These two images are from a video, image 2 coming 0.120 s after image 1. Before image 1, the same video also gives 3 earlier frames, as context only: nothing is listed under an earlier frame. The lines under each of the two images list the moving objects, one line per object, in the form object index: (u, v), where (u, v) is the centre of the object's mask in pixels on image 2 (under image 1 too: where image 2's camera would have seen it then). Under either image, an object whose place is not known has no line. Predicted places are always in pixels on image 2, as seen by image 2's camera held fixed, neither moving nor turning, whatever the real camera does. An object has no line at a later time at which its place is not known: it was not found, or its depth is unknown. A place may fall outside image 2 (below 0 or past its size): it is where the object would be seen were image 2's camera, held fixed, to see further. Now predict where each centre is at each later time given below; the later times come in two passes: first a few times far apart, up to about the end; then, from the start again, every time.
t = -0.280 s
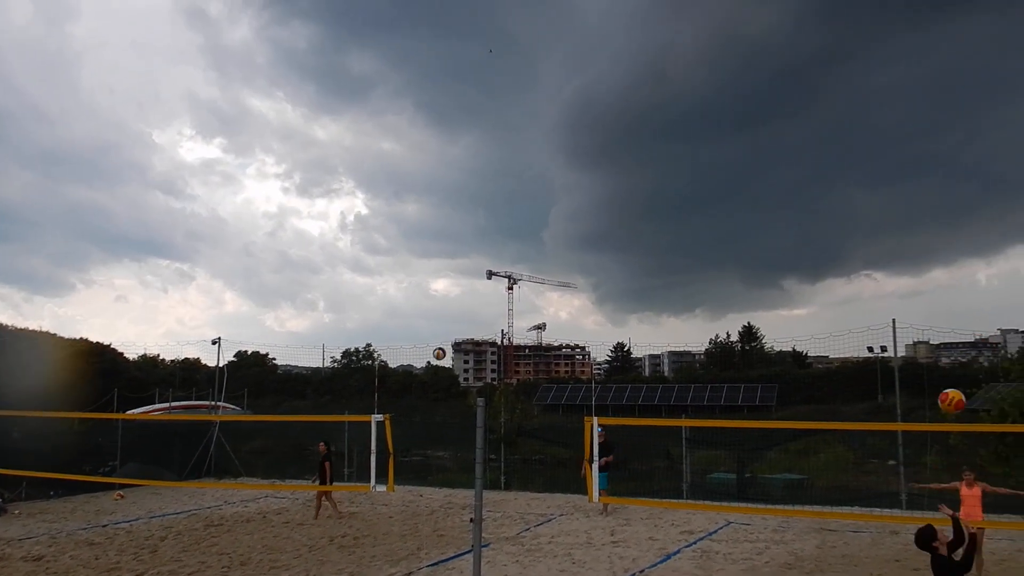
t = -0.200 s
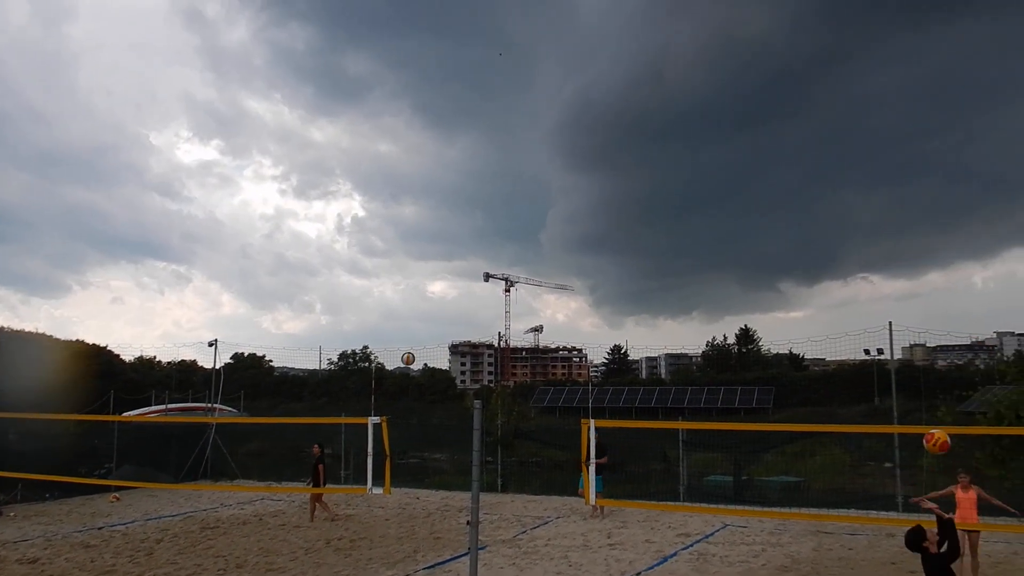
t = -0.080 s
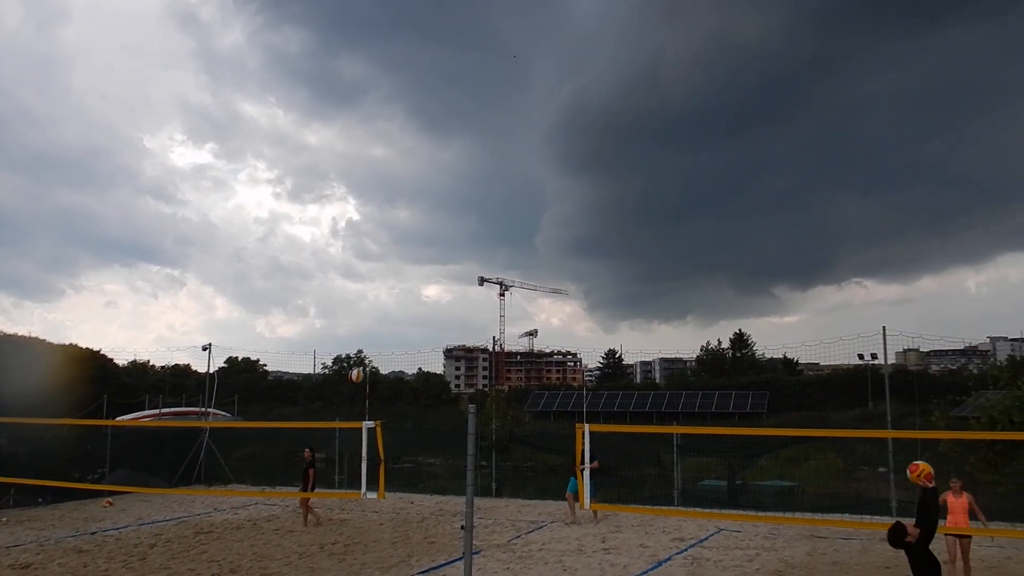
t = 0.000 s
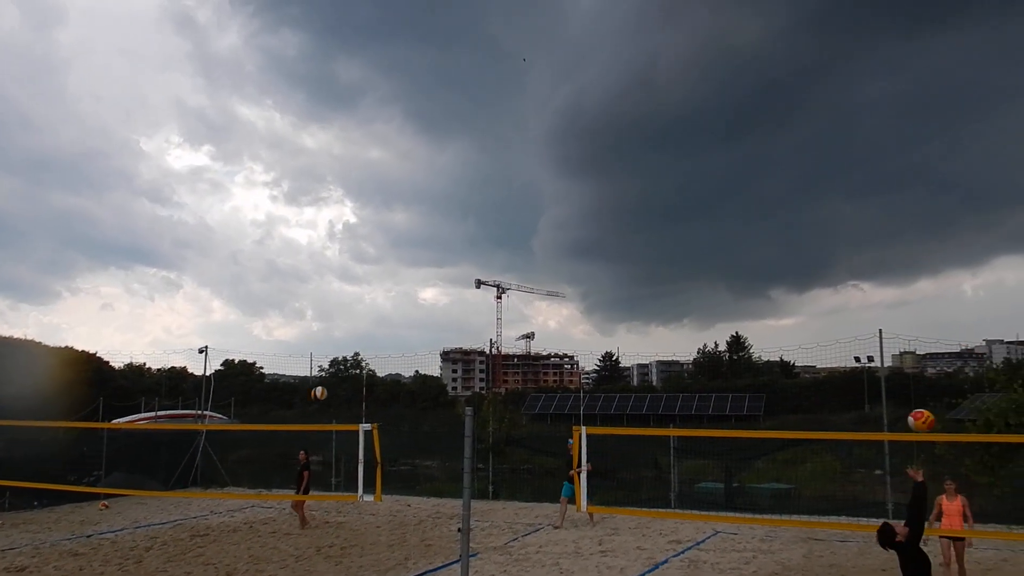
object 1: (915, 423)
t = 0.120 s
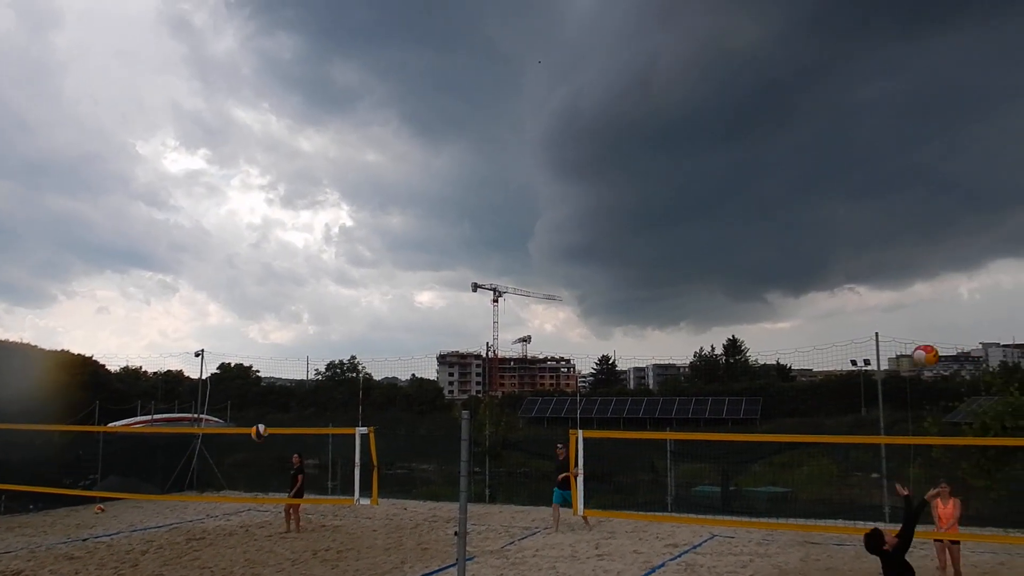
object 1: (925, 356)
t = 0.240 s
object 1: (936, 303)
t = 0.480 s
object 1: (960, 245)
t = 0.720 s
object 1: (988, 249)
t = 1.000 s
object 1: (1027, 336)
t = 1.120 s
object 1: (1044, 405)
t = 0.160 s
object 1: (929, 336)
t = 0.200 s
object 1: (933, 319)
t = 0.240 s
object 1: (936, 303)
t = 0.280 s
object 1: (939, 289)
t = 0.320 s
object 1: (944, 277)
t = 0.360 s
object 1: (948, 266)
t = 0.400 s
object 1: (951, 257)
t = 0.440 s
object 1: (955, 250)
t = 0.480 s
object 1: (960, 245)
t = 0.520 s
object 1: (964, 241)
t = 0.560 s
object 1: (968, 239)
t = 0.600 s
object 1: (973, 239)
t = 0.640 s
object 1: (978, 240)
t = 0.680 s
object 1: (982, 244)
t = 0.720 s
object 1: (988, 249)
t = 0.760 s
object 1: (994, 255)
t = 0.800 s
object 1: (999, 264)
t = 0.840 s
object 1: (1004, 274)
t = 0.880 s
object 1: (1009, 287)
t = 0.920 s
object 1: (1015, 301)
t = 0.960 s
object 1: (1021, 318)
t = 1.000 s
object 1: (1027, 336)
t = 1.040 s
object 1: (1036, 357)
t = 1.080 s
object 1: (1041, 380)
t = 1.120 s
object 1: (1044, 405)
